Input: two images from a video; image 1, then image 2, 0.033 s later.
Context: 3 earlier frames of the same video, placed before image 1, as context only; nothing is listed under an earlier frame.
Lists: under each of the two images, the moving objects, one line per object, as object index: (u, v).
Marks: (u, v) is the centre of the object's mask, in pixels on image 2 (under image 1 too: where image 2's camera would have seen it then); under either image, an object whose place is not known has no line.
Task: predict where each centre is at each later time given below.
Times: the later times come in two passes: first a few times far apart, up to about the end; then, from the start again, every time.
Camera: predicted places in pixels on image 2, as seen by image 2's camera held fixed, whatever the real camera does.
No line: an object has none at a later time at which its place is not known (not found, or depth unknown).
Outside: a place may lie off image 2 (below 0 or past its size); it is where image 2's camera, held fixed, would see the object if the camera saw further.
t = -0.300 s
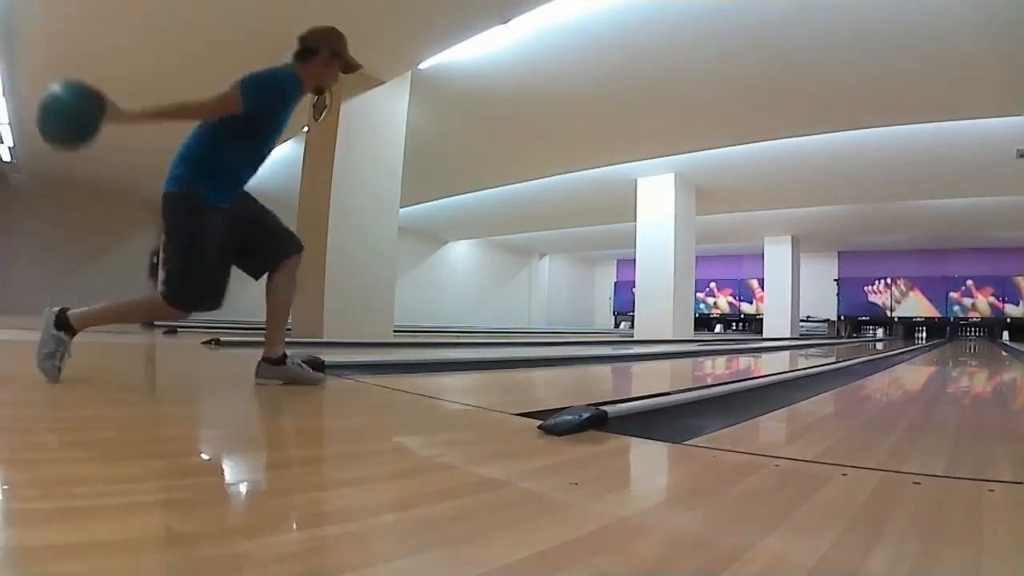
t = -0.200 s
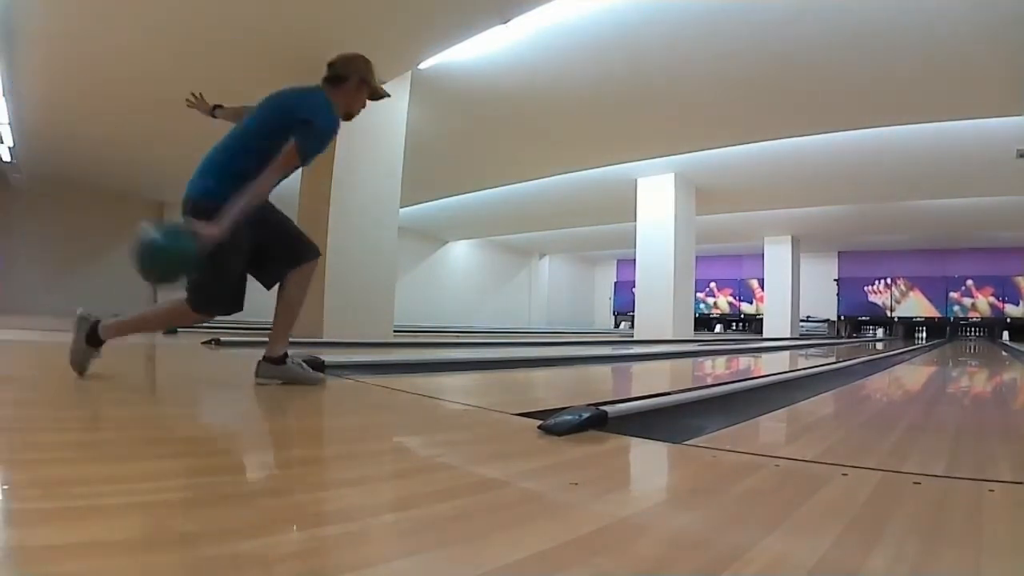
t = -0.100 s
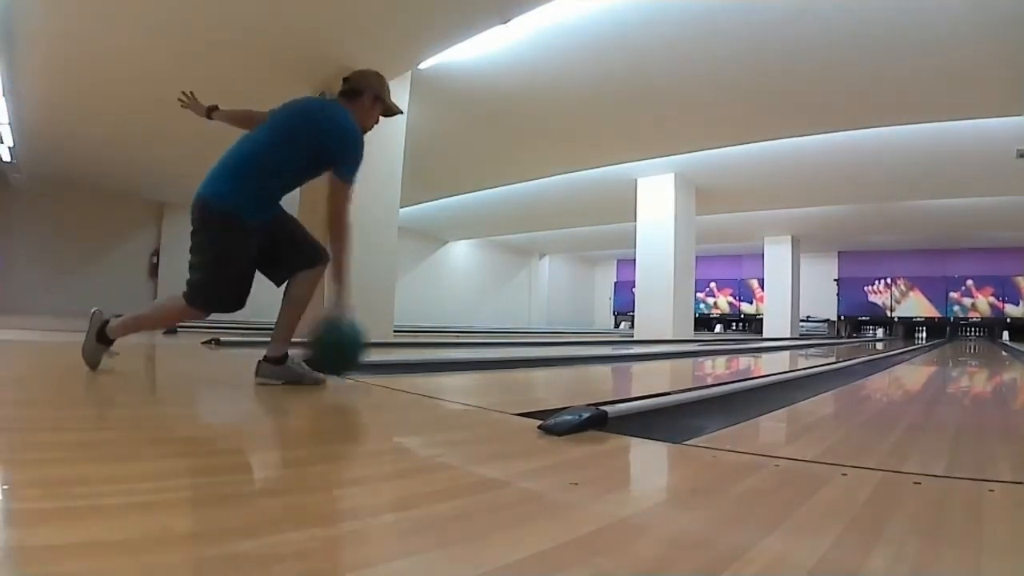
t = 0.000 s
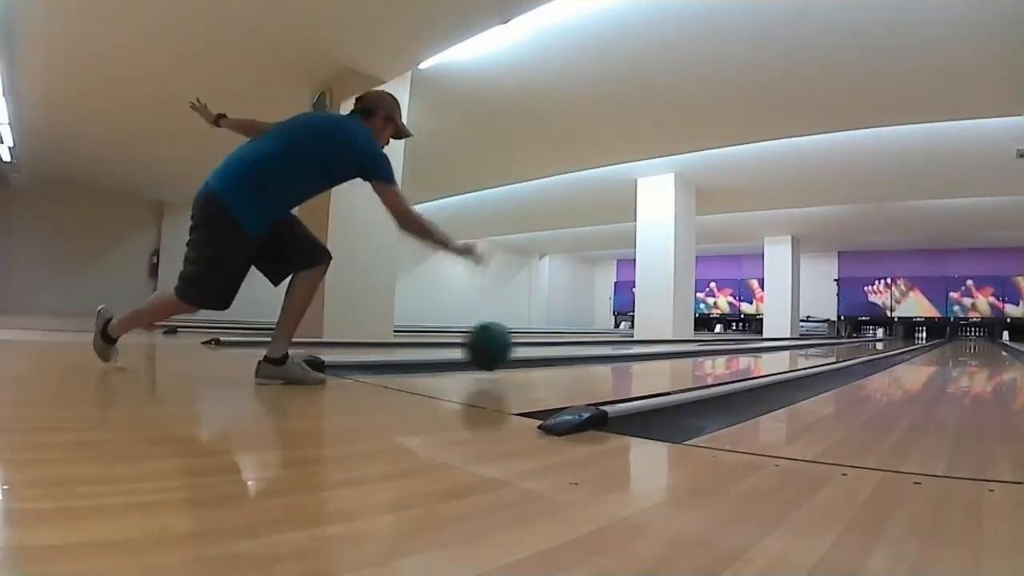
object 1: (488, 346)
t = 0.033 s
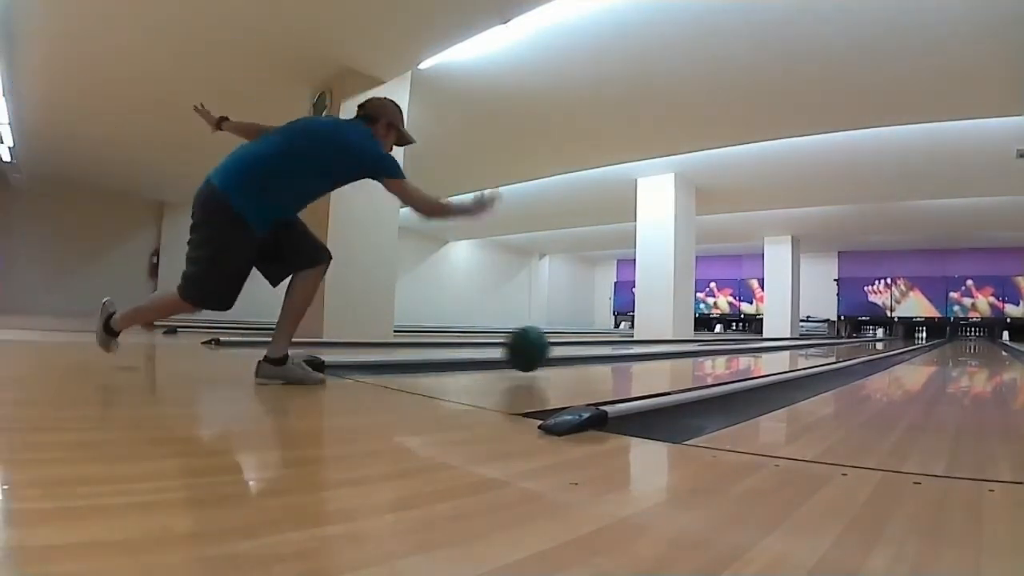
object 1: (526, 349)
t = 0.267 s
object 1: (693, 348)
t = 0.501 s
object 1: (769, 344)
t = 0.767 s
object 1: (815, 343)
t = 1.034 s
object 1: (842, 341)
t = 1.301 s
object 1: (860, 339)
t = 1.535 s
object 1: (871, 338)
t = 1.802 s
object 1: (880, 336)
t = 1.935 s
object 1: (880, 336)
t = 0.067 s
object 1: (560, 353)
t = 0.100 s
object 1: (590, 351)
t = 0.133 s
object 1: (616, 351)
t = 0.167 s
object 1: (639, 350)
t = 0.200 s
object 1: (659, 349)
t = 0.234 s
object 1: (677, 349)
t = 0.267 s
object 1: (693, 348)
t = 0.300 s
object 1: (707, 347)
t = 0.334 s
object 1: (720, 346)
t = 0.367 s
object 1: (732, 346)
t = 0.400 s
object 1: (743, 345)
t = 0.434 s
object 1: (752, 345)
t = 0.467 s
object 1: (761, 344)
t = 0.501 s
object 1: (769, 344)
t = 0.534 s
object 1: (777, 343)
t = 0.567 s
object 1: (783, 343)
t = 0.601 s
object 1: (790, 343)
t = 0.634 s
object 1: (795, 343)
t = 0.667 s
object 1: (801, 343)
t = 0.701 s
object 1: (806, 342)
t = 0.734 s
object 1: (811, 343)
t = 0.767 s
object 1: (815, 343)
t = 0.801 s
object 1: (819, 342)
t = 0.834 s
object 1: (823, 342)
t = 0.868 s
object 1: (826, 342)
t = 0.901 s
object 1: (830, 342)
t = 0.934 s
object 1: (833, 341)
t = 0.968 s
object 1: (836, 341)
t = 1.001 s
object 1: (839, 341)
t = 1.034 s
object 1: (842, 341)
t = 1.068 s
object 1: (844, 340)
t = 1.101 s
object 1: (846, 340)
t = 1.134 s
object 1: (850, 340)
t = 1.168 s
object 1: (851, 340)
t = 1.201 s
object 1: (854, 340)
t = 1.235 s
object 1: (856, 339)
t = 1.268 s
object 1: (858, 339)
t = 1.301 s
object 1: (860, 339)
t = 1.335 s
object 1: (861, 339)
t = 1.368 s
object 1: (862, 339)
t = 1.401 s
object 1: (863, 339)
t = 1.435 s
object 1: (866, 338)
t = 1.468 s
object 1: (868, 338)
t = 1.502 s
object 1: (870, 338)
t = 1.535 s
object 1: (871, 338)
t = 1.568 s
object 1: (872, 338)
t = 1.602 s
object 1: (874, 338)
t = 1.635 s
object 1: (876, 338)
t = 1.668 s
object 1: (877, 337)
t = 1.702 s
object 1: (877, 337)
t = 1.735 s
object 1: (878, 337)
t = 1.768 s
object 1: (880, 336)
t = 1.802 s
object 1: (880, 336)
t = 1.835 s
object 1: (880, 336)
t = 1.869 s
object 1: (880, 336)
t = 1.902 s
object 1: (880, 336)
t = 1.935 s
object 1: (880, 336)
